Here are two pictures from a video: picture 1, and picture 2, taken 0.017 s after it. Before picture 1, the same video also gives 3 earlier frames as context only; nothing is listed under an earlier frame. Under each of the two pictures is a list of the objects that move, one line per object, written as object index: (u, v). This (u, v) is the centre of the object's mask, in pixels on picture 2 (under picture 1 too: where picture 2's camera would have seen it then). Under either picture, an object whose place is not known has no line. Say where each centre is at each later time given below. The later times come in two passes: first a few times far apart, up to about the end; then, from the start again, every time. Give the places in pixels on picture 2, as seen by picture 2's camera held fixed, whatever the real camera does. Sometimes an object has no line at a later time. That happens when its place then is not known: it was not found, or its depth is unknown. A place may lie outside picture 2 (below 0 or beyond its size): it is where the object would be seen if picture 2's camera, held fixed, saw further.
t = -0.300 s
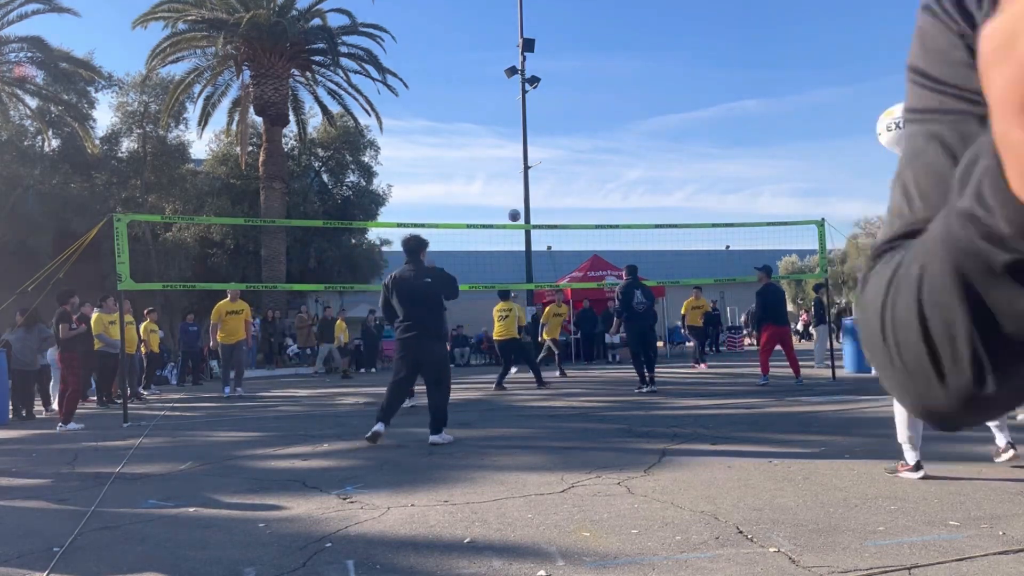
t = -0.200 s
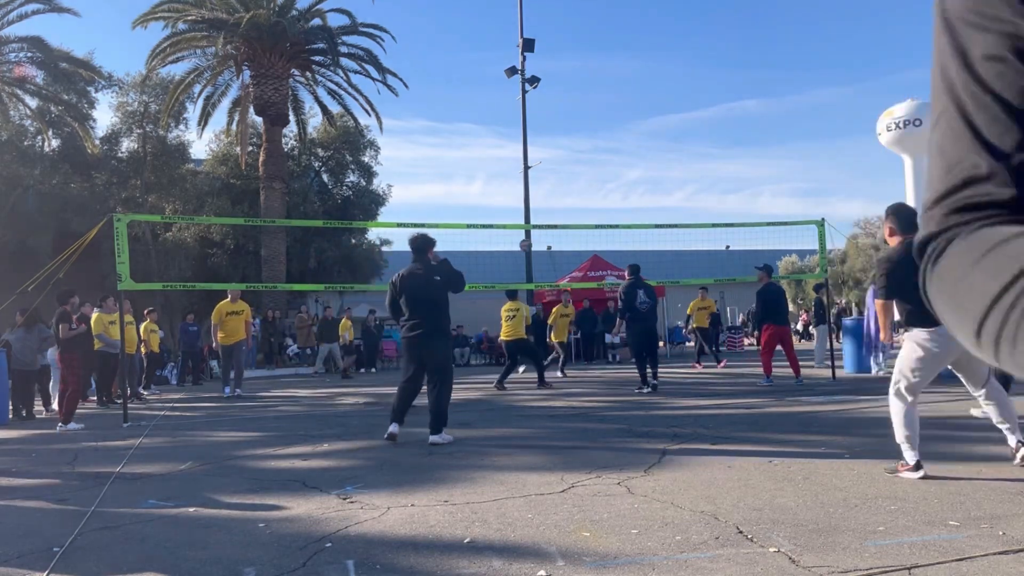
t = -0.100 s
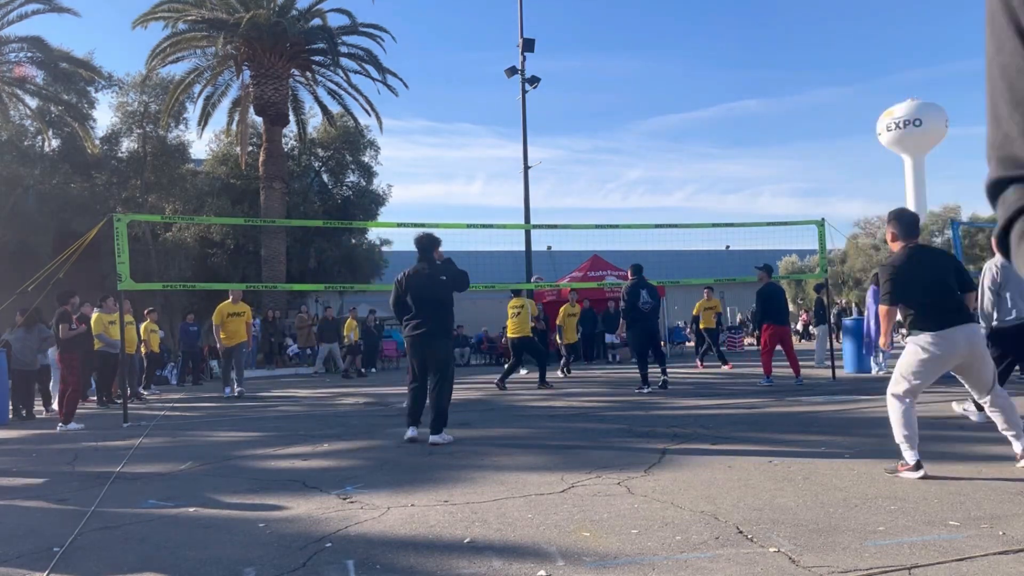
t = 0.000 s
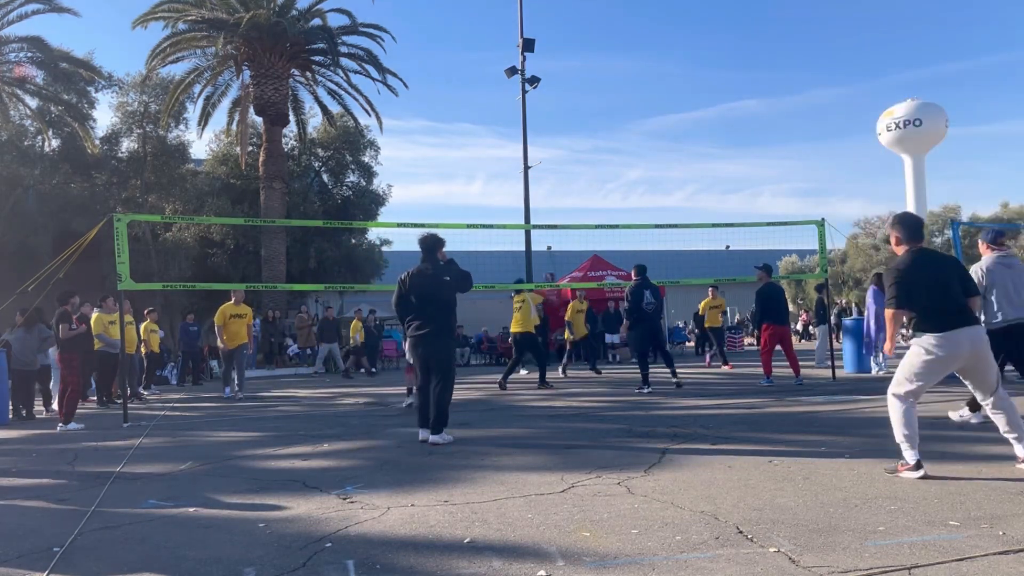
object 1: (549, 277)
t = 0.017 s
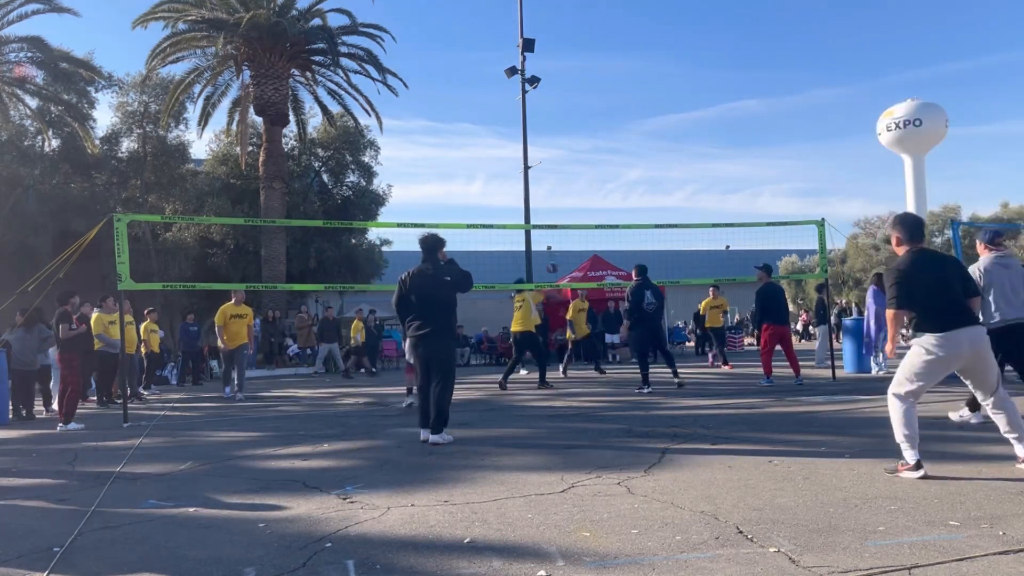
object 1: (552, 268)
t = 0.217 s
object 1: (577, 174)
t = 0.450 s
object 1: (606, 101)
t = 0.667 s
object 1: (634, 67)
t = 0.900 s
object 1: (664, 62)
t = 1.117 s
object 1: (692, 86)
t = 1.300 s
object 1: (716, 127)
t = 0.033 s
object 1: (554, 259)
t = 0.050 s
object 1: (556, 249)
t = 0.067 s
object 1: (558, 241)
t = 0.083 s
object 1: (561, 234)
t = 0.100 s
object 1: (563, 224)
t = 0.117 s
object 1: (565, 217)
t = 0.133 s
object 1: (567, 209)
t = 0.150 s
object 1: (569, 202)
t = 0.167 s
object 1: (571, 194)
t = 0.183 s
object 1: (573, 187)
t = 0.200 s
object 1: (575, 181)
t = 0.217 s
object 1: (577, 174)
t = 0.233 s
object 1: (579, 167)
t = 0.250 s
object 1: (581, 161)
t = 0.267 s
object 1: (583, 155)
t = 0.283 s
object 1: (585, 149)
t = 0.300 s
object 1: (587, 144)
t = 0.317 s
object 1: (589, 138)
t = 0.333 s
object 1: (591, 133)
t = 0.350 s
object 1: (594, 128)
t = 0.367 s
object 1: (596, 123)
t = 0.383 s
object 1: (598, 118)
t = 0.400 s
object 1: (600, 114)
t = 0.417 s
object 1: (602, 110)
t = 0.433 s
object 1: (604, 106)
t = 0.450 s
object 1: (606, 101)
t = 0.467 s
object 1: (608, 98)
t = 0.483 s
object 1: (611, 94)
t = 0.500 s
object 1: (613, 91)
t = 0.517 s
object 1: (615, 88)
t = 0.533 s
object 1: (617, 85)
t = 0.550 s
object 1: (619, 82)
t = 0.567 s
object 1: (621, 79)
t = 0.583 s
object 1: (623, 76)
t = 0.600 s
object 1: (625, 74)
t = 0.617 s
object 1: (627, 72)
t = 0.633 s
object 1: (630, 70)
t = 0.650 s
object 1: (632, 68)
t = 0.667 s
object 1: (634, 67)
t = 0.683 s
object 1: (636, 65)
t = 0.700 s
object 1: (638, 64)
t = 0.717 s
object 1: (640, 63)
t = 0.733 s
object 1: (642, 62)
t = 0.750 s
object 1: (644, 61)
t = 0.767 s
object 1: (646, 60)
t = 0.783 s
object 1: (649, 60)
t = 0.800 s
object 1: (651, 60)
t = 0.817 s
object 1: (653, 60)
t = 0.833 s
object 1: (655, 60)
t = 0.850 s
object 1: (657, 60)
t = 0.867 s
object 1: (659, 60)
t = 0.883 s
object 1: (661, 61)
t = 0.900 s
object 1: (664, 62)
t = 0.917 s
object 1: (666, 62)
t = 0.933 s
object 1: (668, 63)
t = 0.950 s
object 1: (670, 65)
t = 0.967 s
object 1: (672, 66)
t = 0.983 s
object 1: (674, 67)
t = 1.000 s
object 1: (677, 69)
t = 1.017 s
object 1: (679, 71)
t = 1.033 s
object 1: (681, 73)
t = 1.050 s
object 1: (683, 75)
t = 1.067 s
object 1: (685, 77)
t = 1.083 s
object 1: (687, 80)
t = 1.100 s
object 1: (690, 83)
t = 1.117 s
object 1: (692, 86)
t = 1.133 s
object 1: (694, 89)
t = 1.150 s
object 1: (696, 92)
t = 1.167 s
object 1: (698, 95)
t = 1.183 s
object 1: (701, 98)
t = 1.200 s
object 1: (703, 102)
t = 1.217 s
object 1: (705, 106)
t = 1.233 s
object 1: (707, 110)
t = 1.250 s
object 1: (710, 113)
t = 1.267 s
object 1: (712, 118)
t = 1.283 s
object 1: (714, 122)
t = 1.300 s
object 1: (716, 127)
